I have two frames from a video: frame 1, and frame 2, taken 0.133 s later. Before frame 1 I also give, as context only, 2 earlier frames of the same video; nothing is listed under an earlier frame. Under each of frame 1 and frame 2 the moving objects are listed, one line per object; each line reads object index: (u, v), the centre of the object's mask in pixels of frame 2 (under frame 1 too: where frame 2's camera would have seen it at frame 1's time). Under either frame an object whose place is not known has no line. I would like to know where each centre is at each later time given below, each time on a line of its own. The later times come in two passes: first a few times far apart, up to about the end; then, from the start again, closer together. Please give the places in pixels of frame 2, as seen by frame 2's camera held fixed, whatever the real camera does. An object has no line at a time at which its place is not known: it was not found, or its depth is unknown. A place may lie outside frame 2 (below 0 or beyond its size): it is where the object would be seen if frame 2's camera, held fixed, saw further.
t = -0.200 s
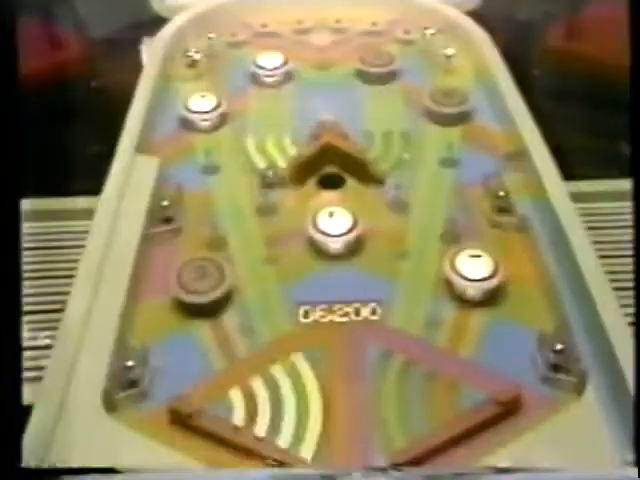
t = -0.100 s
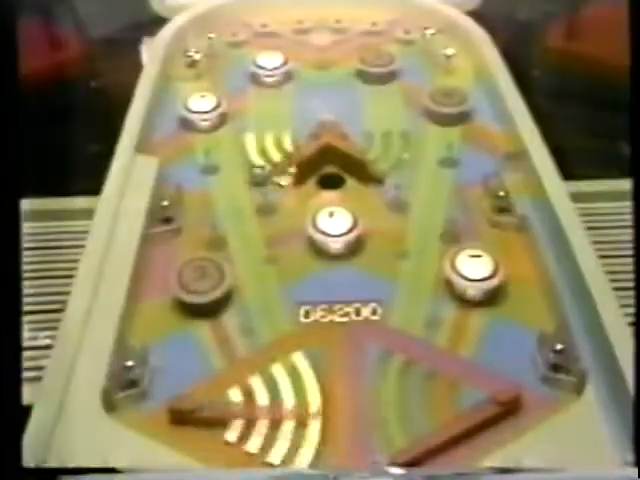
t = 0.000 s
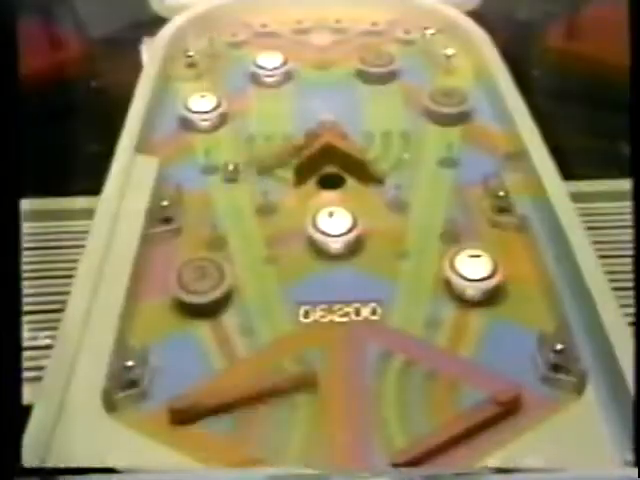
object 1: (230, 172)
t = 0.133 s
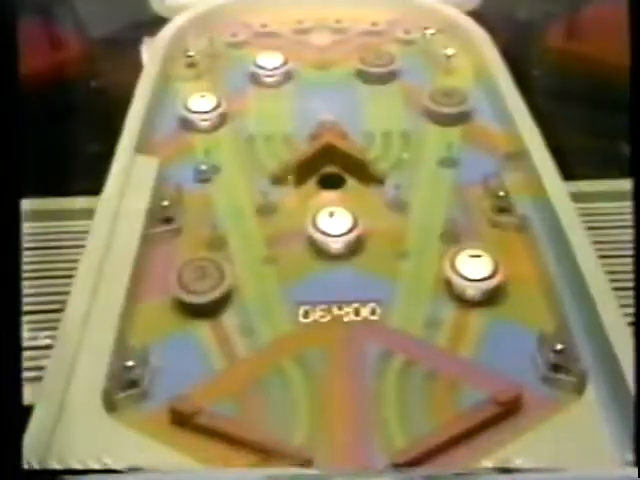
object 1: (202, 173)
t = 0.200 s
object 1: (190, 174)
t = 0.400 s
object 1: (178, 176)
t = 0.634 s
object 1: (180, 183)
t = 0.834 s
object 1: (188, 187)
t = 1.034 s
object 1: (201, 186)
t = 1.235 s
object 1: (214, 192)
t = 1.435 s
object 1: (229, 205)
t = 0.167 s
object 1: (197, 173)
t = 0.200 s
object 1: (190, 174)
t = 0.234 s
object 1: (184, 176)
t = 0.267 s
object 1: (175, 178)
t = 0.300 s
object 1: (176, 176)
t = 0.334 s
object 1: (177, 176)
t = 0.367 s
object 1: (177, 176)
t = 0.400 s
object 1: (178, 176)
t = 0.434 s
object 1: (178, 177)
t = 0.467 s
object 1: (178, 178)
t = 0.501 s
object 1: (178, 179)
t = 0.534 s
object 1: (178, 180)
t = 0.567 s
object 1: (178, 181)
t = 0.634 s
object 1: (180, 183)
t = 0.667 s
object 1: (180, 185)
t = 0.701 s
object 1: (180, 186)
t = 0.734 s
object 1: (181, 189)
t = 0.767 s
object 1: (184, 187)
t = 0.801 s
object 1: (186, 188)
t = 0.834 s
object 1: (188, 187)
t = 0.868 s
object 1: (191, 186)
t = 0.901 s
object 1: (192, 185)
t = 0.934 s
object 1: (193, 186)
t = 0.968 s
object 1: (196, 185)
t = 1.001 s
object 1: (199, 185)
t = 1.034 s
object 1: (201, 186)
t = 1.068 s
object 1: (203, 186)
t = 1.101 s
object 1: (205, 186)
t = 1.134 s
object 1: (206, 187)
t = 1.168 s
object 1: (209, 188)
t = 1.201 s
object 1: (211, 190)
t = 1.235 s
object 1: (214, 192)
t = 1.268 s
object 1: (216, 193)
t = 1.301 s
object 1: (220, 195)
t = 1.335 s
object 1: (221, 197)
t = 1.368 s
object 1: (224, 200)
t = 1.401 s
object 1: (227, 202)
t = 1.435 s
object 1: (229, 205)
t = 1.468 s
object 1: (233, 209)
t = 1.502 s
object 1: (235, 212)
